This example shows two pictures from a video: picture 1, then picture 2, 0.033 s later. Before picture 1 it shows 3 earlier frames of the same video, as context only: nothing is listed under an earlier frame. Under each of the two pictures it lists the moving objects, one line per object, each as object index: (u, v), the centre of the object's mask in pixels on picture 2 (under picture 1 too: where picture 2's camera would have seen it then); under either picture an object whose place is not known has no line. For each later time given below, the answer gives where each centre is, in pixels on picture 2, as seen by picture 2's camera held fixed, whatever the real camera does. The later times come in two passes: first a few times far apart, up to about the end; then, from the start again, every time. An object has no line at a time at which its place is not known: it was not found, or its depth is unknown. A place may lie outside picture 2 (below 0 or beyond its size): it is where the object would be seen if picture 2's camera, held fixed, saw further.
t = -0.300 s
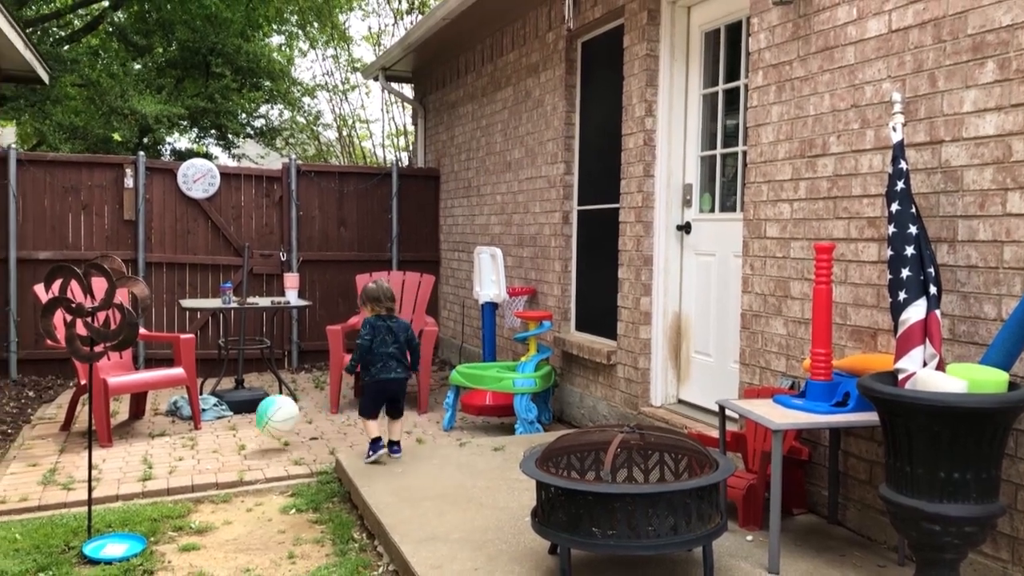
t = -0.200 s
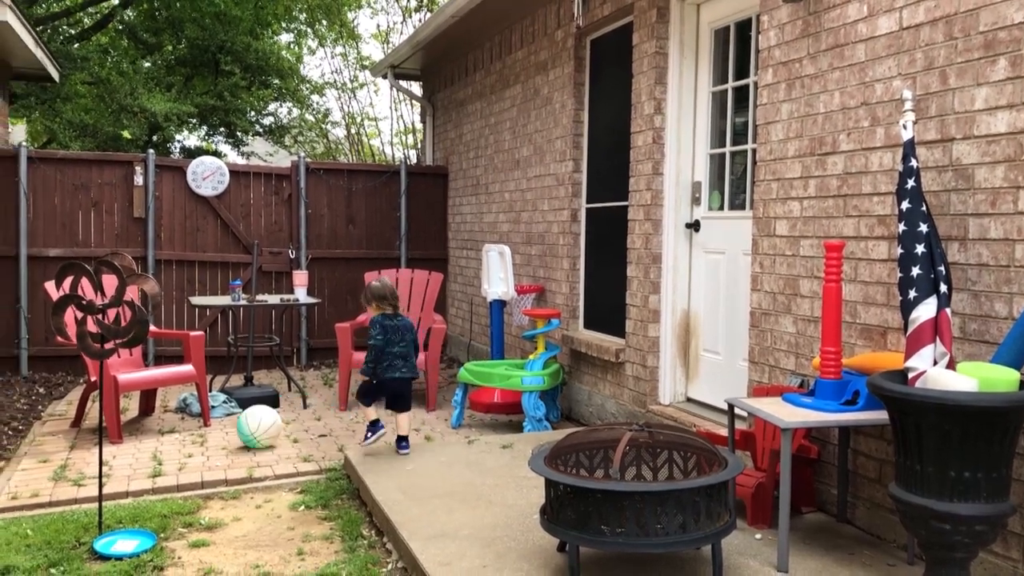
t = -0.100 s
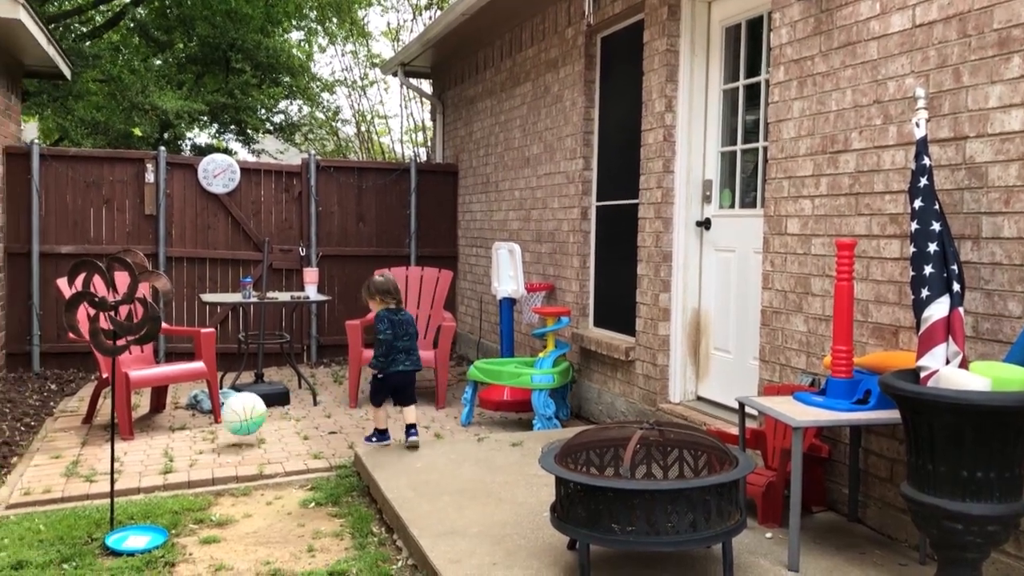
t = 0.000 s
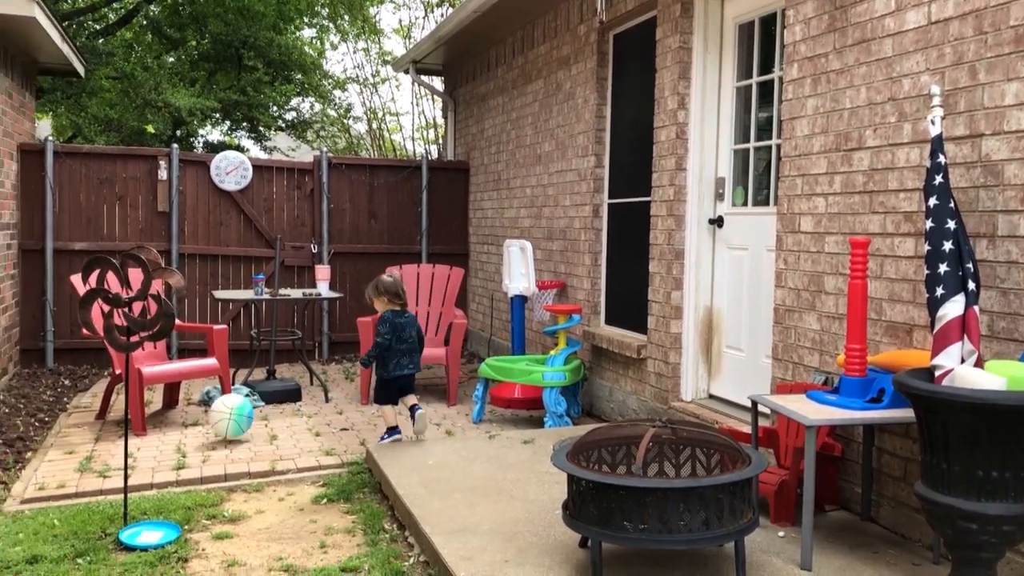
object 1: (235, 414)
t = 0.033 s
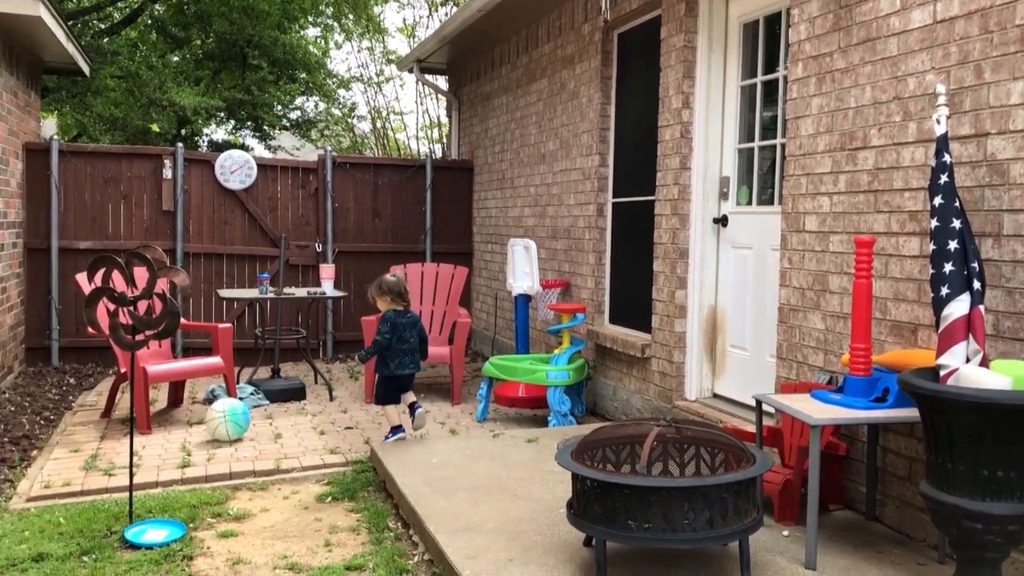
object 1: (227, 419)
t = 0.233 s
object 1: (177, 419)
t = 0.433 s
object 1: (118, 421)
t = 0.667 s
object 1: (60, 419)
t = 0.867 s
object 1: (11, 413)
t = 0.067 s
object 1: (219, 417)
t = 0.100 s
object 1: (211, 414)
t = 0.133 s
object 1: (203, 412)
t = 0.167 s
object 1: (194, 412)
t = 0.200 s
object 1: (185, 415)
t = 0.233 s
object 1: (177, 419)
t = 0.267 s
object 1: (168, 419)
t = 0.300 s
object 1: (159, 417)
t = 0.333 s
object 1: (153, 415)
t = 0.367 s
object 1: (141, 417)
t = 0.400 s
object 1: (131, 419)
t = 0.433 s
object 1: (118, 421)
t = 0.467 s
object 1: (113, 418)
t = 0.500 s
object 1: (105, 417)
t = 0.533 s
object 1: (97, 418)
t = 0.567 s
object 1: (88, 420)
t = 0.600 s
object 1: (79, 421)
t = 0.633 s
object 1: (70, 420)
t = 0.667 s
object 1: (60, 419)
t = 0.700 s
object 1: (51, 422)
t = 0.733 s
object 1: (42, 426)
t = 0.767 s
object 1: (34, 427)
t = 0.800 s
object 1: (26, 420)
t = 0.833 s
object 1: (18, 415)
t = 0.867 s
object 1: (11, 413)
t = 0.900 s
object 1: (3, 411)
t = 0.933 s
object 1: (-4, 412)
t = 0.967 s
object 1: (-12, 416)
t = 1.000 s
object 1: (-19, 421)
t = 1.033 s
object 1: (-26, 421)
